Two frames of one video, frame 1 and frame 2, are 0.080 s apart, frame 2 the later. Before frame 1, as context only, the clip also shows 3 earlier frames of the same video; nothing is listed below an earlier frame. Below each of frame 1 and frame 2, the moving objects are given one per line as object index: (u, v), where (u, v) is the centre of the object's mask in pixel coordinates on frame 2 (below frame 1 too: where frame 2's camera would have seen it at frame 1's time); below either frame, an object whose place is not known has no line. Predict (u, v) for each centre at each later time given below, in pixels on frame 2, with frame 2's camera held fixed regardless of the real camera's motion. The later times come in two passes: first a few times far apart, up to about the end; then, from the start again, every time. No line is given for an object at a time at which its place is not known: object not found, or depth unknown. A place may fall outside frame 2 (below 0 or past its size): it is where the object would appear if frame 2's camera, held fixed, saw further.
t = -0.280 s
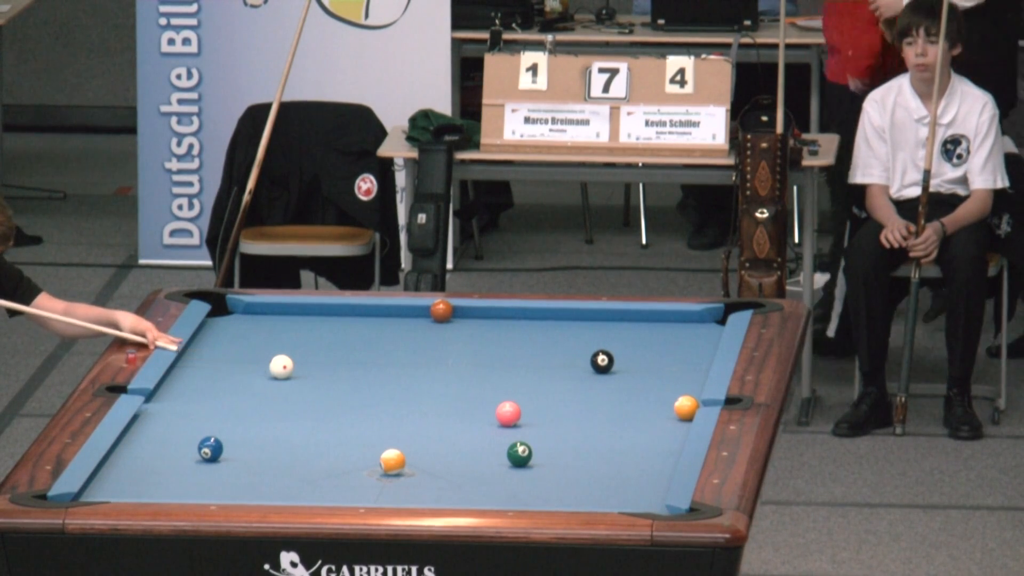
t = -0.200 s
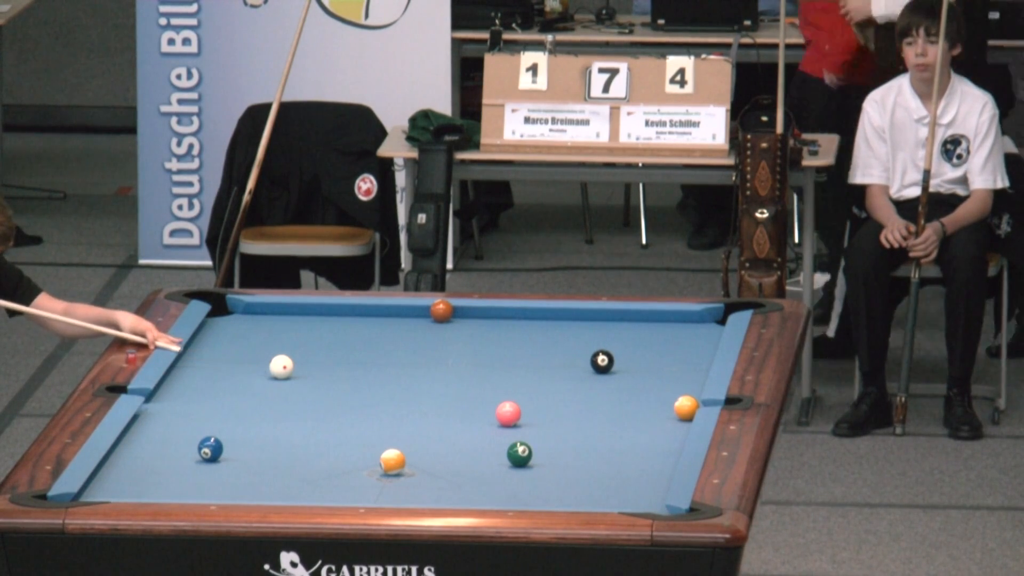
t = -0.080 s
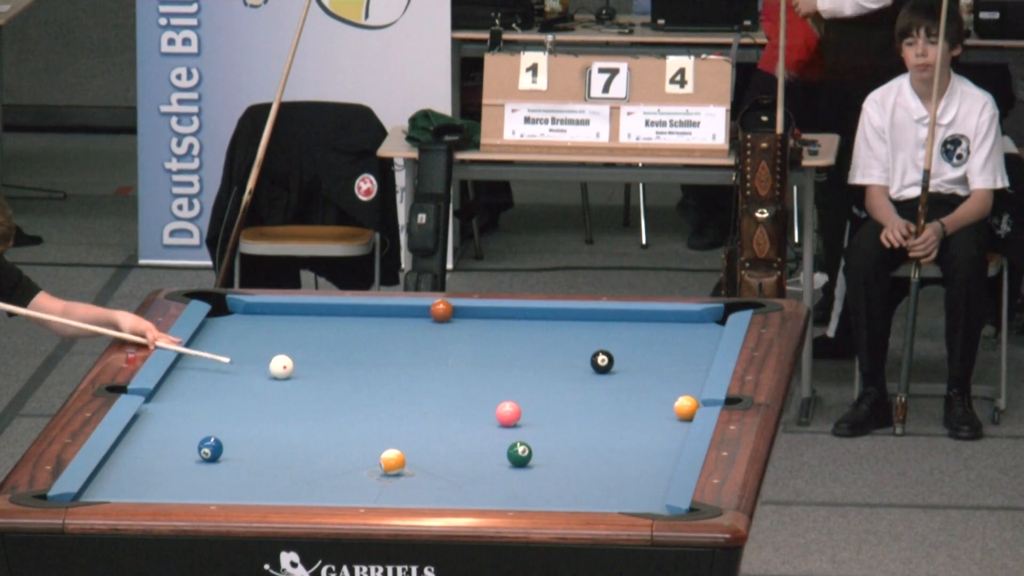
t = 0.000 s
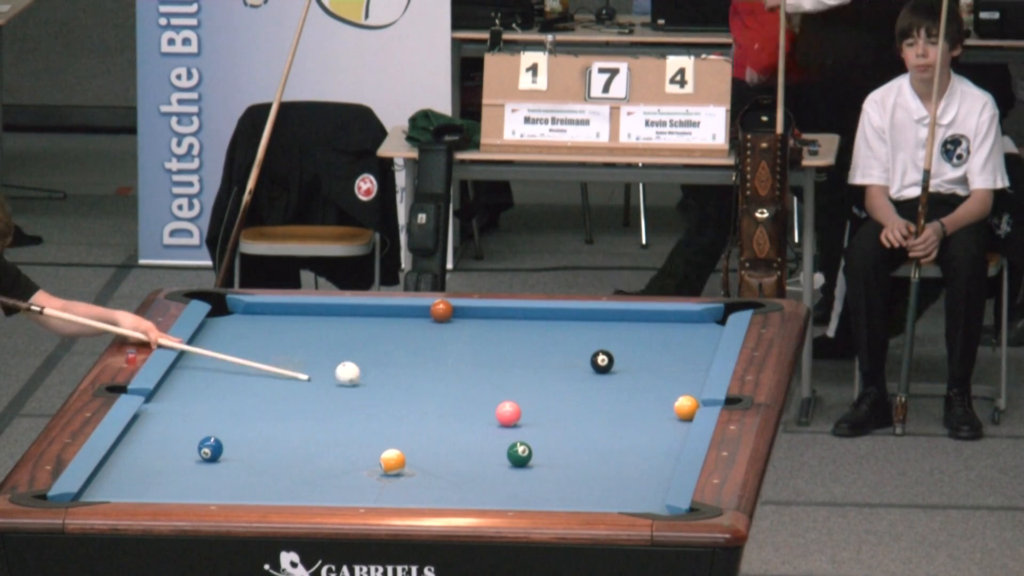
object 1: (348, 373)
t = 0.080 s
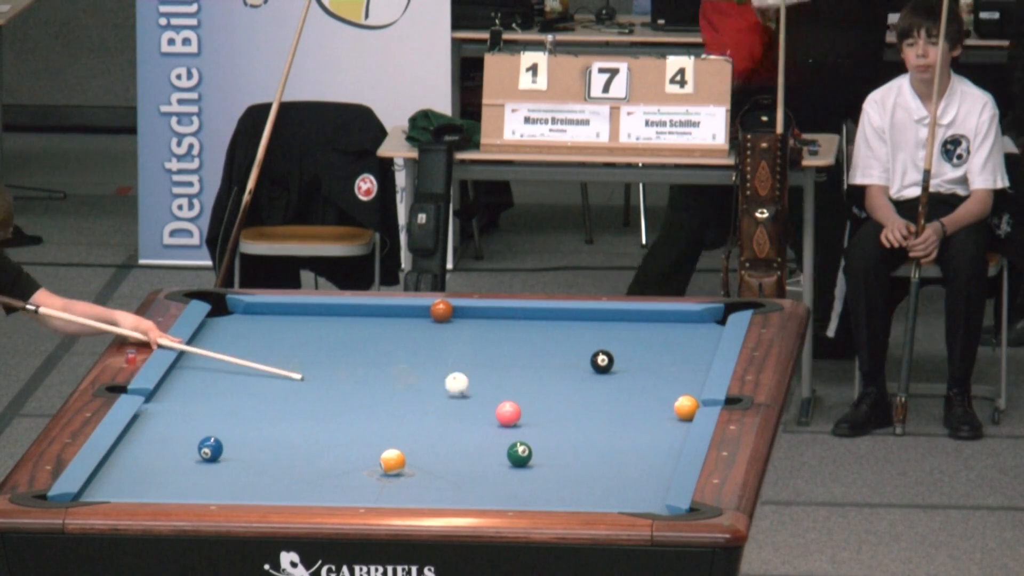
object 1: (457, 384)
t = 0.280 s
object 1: (661, 407)
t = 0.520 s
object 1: (637, 408)
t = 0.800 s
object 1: (608, 409)
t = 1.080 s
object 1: (583, 409)
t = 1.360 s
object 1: (560, 410)
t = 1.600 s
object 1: (544, 410)
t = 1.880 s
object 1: (529, 410)
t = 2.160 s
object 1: (522, 409)
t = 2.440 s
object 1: (519, 408)
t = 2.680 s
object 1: (517, 407)
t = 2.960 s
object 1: (517, 407)
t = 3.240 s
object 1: (517, 407)
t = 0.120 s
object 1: (510, 390)
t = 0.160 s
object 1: (562, 396)
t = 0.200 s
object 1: (612, 400)
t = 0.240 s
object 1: (661, 406)
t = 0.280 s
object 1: (661, 407)
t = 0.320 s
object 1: (659, 408)
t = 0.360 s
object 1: (655, 407)
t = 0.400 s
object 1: (651, 408)
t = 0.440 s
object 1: (646, 408)
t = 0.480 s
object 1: (642, 408)
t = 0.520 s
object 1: (637, 408)
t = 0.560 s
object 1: (633, 408)
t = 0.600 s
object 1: (628, 408)
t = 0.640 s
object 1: (624, 408)
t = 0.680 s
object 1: (620, 408)
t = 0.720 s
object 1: (617, 408)
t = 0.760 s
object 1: (612, 408)
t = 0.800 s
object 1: (608, 409)
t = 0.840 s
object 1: (605, 409)
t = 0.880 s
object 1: (601, 409)
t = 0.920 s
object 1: (597, 409)
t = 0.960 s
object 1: (594, 409)
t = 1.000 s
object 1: (590, 409)
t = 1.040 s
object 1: (587, 409)
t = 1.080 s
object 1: (583, 409)
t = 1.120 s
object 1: (580, 409)
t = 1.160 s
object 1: (576, 409)
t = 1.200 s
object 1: (573, 410)
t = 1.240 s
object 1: (570, 410)
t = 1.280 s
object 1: (567, 410)
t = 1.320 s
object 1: (564, 410)
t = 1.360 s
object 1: (560, 410)
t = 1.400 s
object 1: (558, 410)
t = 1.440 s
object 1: (555, 410)
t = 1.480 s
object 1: (552, 410)
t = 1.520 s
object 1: (549, 410)
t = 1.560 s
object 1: (546, 410)
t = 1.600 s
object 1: (544, 410)
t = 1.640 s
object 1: (541, 410)
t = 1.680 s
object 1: (539, 410)
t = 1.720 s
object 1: (536, 410)
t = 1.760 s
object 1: (534, 410)
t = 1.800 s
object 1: (532, 410)
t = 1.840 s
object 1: (530, 410)
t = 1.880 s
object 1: (529, 410)
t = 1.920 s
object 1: (527, 410)
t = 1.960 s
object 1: (526, 410)
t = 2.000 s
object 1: (526, 410)
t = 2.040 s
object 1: (525, 409)
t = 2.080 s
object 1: (524, 410)
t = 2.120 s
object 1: (523, 409)
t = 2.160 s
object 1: (522, 409)
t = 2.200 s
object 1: (521, 409)
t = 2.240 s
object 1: (521, 409)
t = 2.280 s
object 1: (520, 409)
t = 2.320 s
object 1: (520, 409)
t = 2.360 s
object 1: (519, 408)
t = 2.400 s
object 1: (519, 408)
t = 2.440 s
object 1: (519, 408)
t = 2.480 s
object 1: (518, 408)
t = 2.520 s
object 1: (518, 408)
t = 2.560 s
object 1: (517, 408)
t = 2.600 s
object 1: (517, 407)
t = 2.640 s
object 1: (517, 407)
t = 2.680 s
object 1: (517, 407)
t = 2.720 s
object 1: (517, 407)
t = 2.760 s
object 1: (516, 407)
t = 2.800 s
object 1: (517, 407)
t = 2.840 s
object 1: (516, 407)
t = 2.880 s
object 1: (516, 407)
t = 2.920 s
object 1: (516, 407)
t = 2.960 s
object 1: (517, 407)
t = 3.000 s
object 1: (516, 407)
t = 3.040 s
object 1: (517, 407)
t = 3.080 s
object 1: (517, 407)
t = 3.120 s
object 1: (517, 407)
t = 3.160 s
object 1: (517, 407)
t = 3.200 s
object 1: (517, 407)
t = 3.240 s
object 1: (517, 407)
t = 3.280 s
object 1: (517, 407)
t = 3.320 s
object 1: (517, 407)
